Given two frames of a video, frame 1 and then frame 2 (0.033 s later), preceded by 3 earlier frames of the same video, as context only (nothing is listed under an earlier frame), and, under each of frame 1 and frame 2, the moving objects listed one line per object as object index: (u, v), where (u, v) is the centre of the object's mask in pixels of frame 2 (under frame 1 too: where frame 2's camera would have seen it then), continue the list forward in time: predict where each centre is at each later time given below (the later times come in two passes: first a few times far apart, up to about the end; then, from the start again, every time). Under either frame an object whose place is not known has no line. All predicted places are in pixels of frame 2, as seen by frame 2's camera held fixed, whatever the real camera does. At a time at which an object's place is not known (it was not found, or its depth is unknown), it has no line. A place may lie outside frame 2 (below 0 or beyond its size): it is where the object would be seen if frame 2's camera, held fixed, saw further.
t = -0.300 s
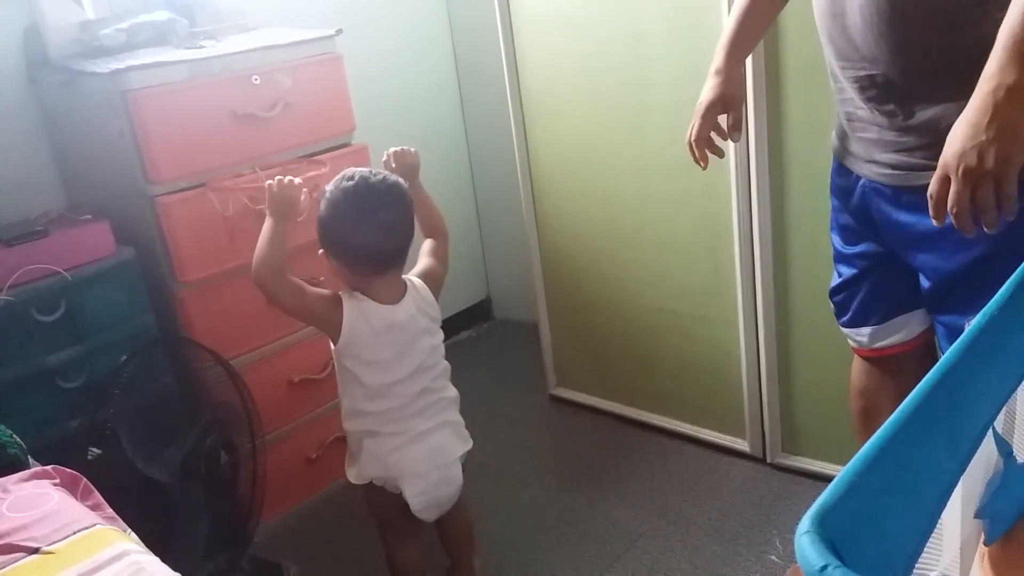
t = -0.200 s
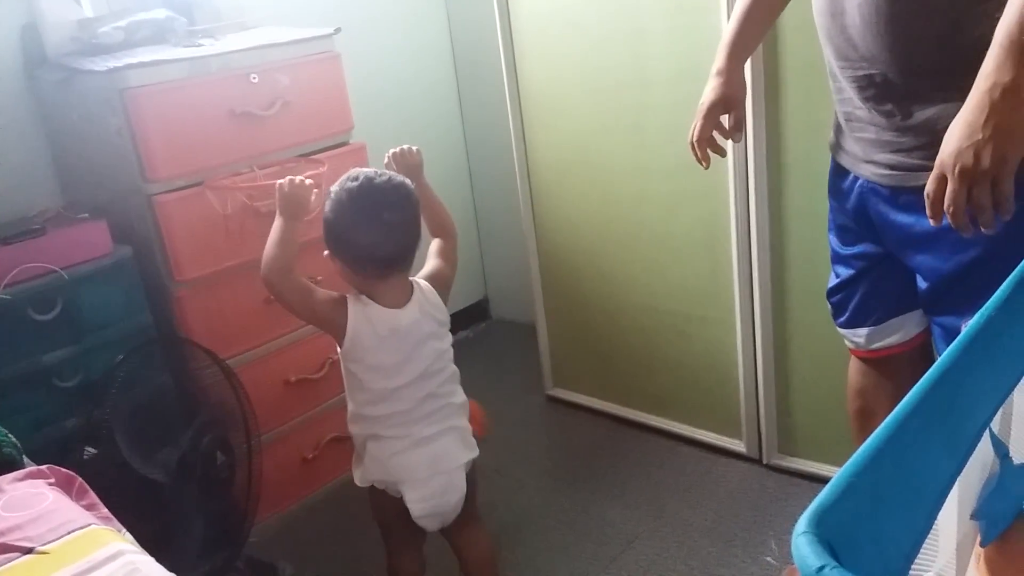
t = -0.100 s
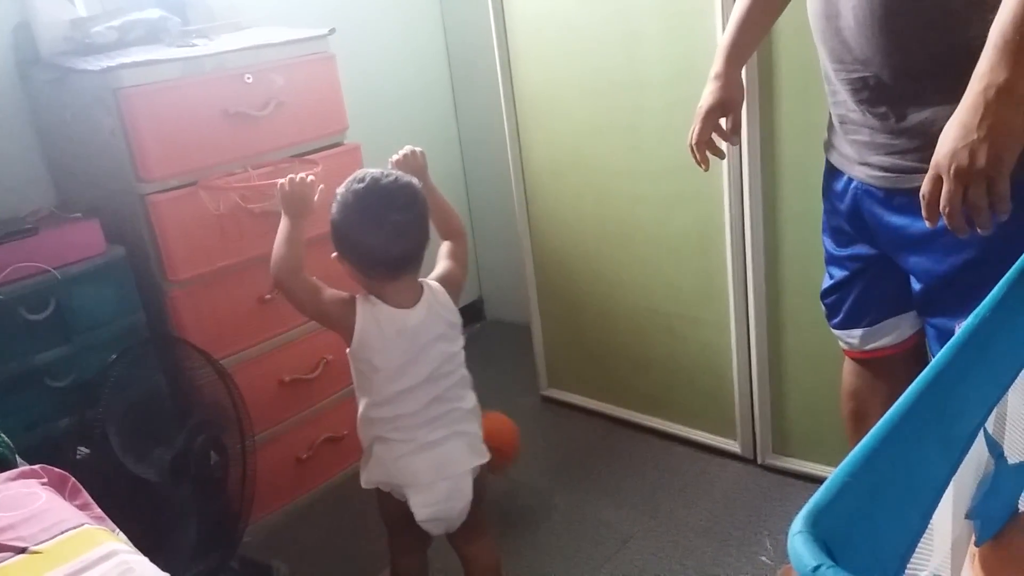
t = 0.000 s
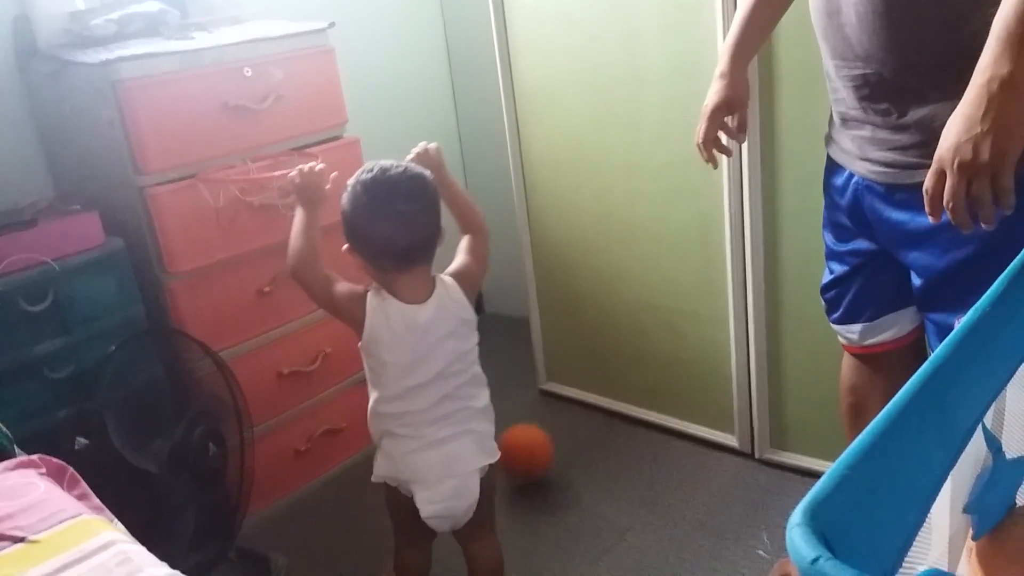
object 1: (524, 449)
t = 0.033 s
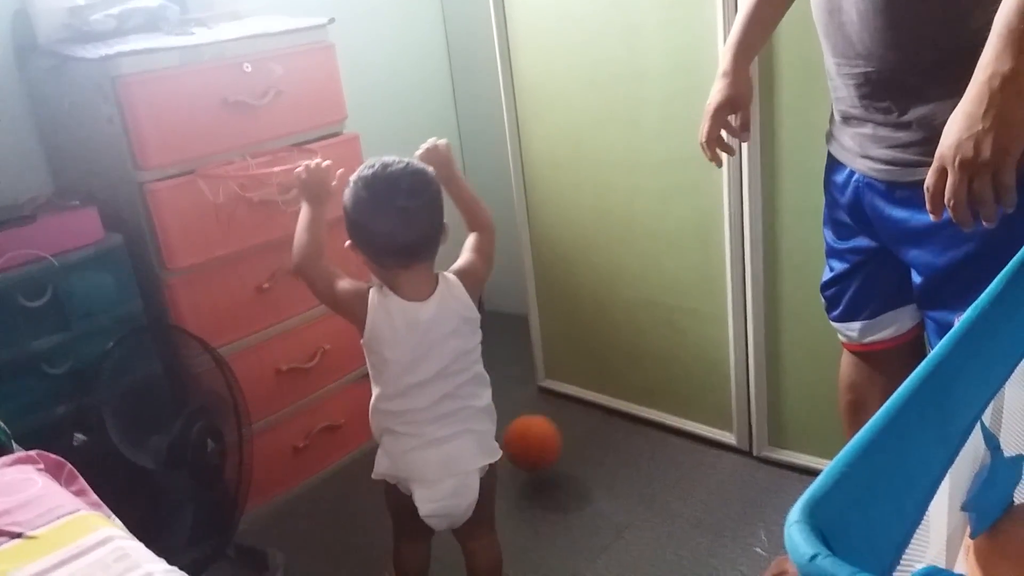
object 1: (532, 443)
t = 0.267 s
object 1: (606, 454)
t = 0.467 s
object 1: (662, 446)
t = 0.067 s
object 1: (542, 440)
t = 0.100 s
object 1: (553, 443)
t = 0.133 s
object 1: (565, 450)
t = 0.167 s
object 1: (577, 457)
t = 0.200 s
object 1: (586, 453)
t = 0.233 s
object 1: (596, 452)
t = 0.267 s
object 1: (606, 454)
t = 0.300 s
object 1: (616, 453)
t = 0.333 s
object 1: (626, 451)
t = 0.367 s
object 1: (634, 450)
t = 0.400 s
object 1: (644, 449)
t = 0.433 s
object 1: (654, 448)
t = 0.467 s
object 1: (662, 446)
